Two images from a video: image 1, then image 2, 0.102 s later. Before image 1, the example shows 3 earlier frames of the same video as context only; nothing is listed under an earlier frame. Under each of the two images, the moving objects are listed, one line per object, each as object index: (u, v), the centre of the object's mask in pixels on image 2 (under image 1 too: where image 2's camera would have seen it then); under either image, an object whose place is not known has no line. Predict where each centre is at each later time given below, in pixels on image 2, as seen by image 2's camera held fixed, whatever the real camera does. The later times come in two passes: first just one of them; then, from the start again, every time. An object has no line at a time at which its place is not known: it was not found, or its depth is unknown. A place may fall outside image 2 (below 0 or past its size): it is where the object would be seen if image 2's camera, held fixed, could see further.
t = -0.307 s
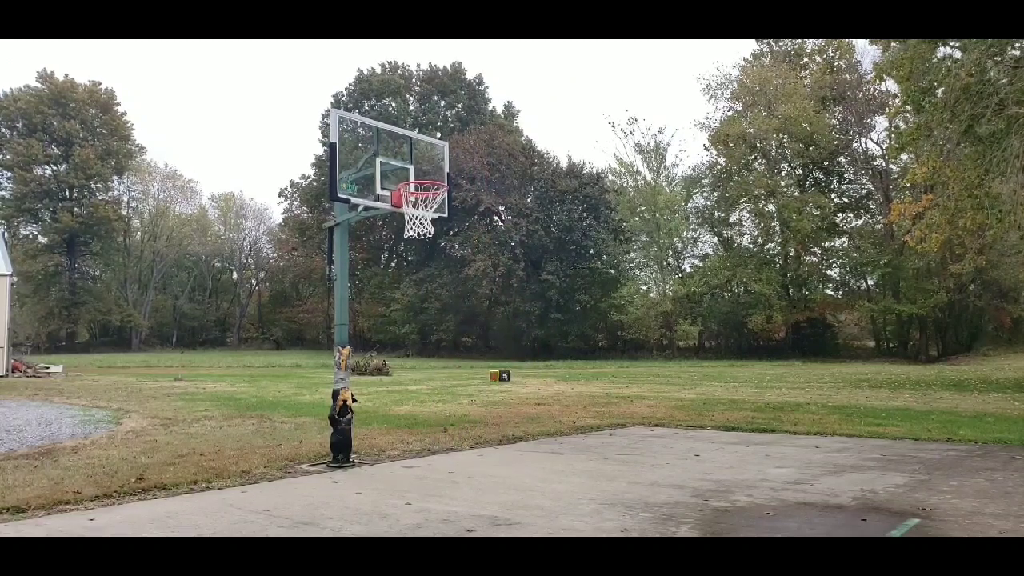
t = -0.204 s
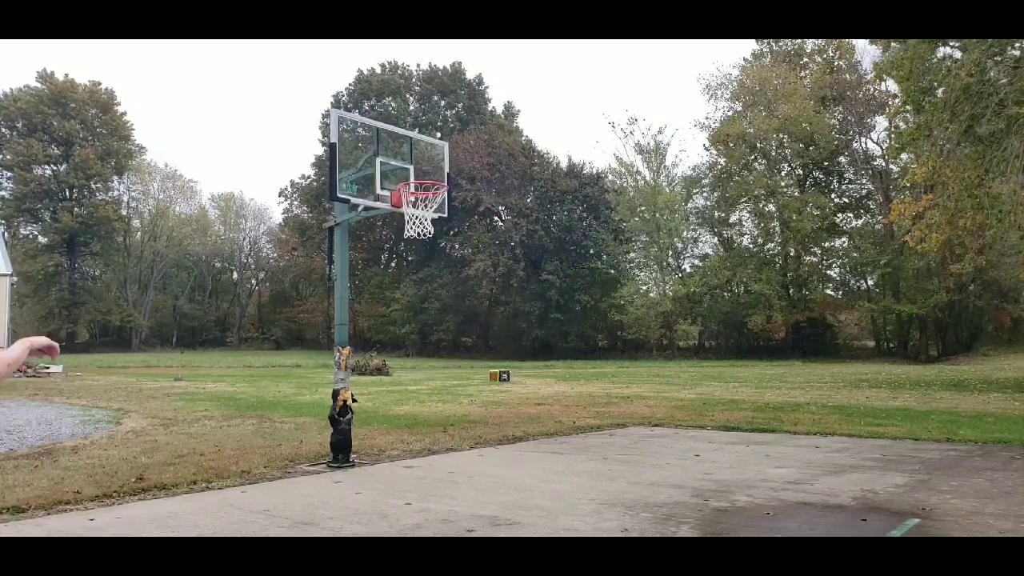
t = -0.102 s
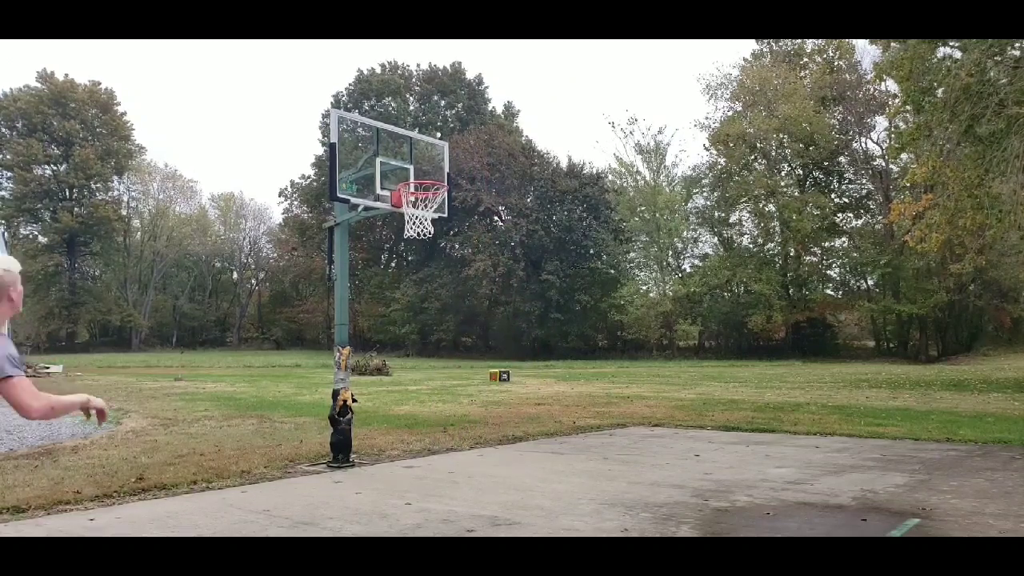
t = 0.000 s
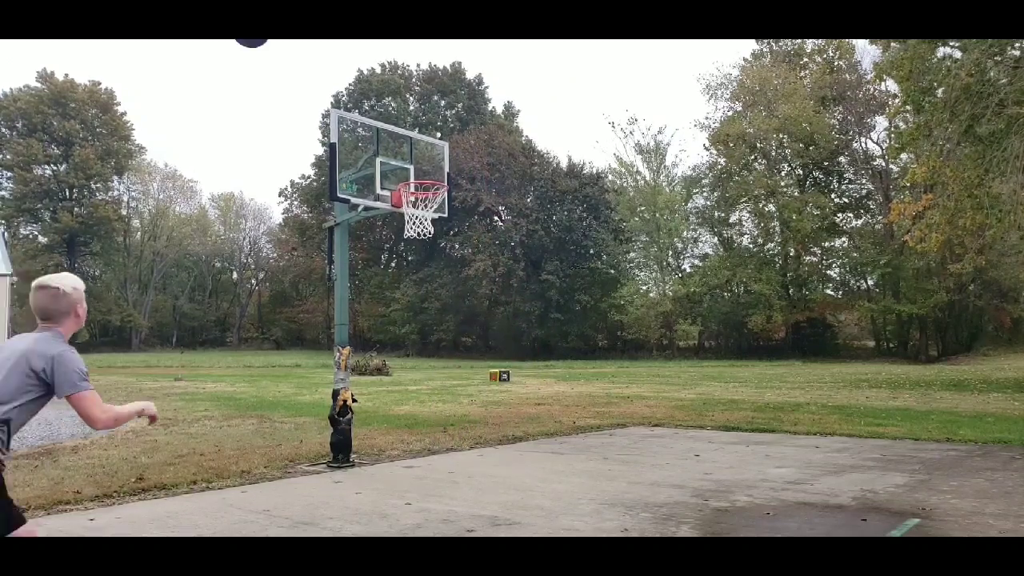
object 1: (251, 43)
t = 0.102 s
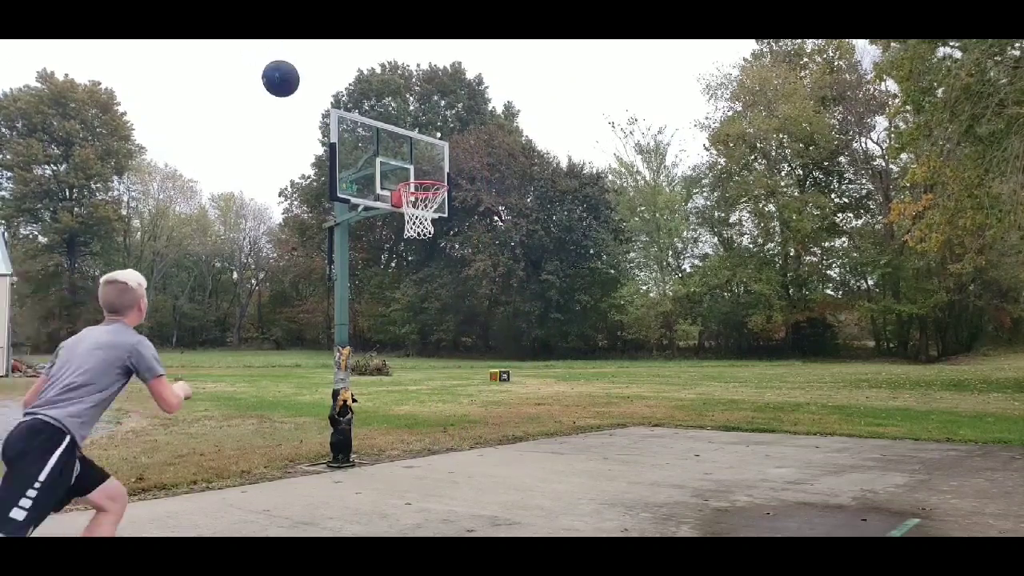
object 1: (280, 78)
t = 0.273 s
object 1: (324, 182)
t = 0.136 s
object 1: (290, 97)
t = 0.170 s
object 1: (299, 117)
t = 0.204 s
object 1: (307, 138)
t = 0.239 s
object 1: (316, 159)
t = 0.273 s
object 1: (324, 182)
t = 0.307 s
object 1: (333, 205)
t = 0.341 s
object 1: (341, 229)
